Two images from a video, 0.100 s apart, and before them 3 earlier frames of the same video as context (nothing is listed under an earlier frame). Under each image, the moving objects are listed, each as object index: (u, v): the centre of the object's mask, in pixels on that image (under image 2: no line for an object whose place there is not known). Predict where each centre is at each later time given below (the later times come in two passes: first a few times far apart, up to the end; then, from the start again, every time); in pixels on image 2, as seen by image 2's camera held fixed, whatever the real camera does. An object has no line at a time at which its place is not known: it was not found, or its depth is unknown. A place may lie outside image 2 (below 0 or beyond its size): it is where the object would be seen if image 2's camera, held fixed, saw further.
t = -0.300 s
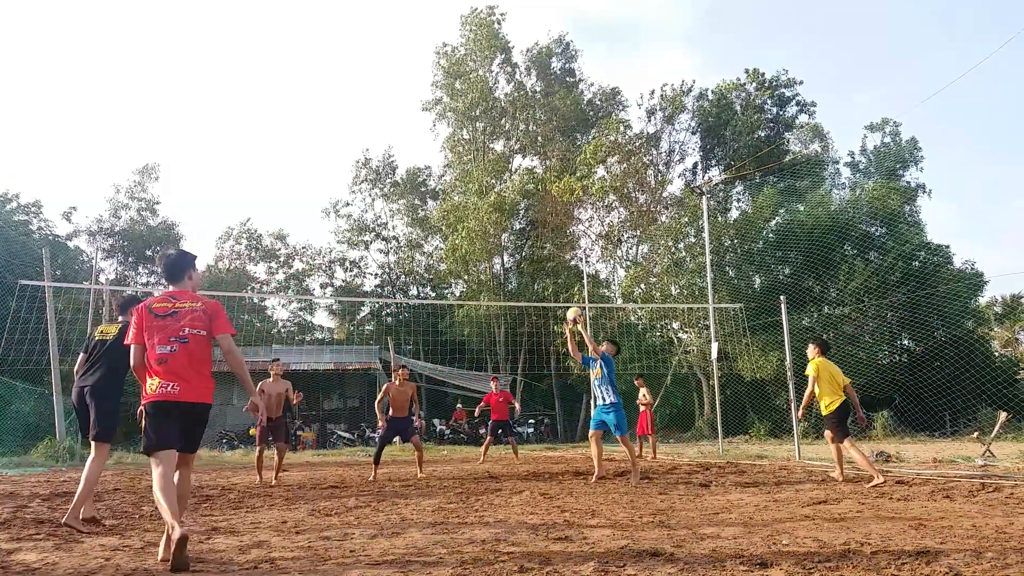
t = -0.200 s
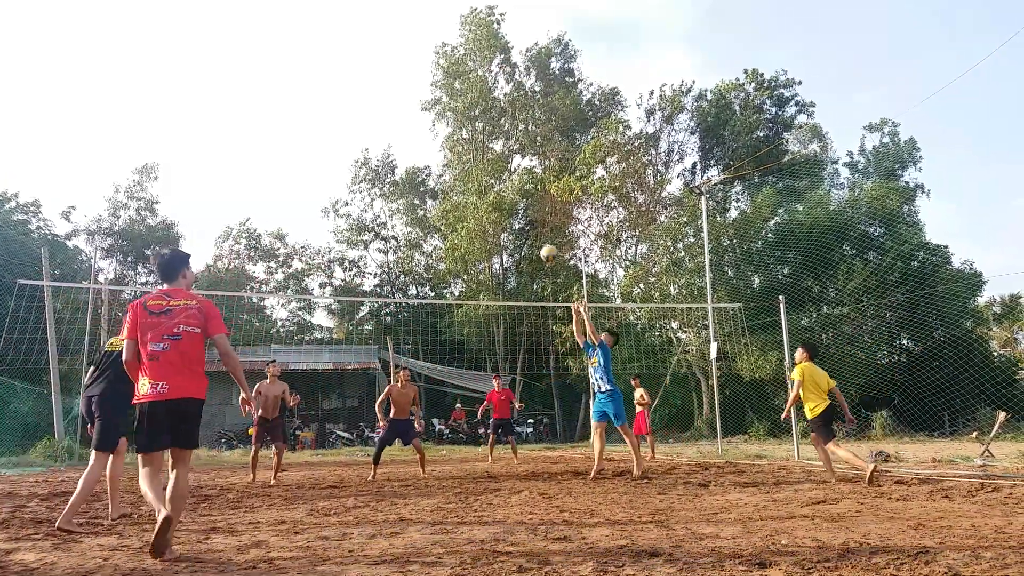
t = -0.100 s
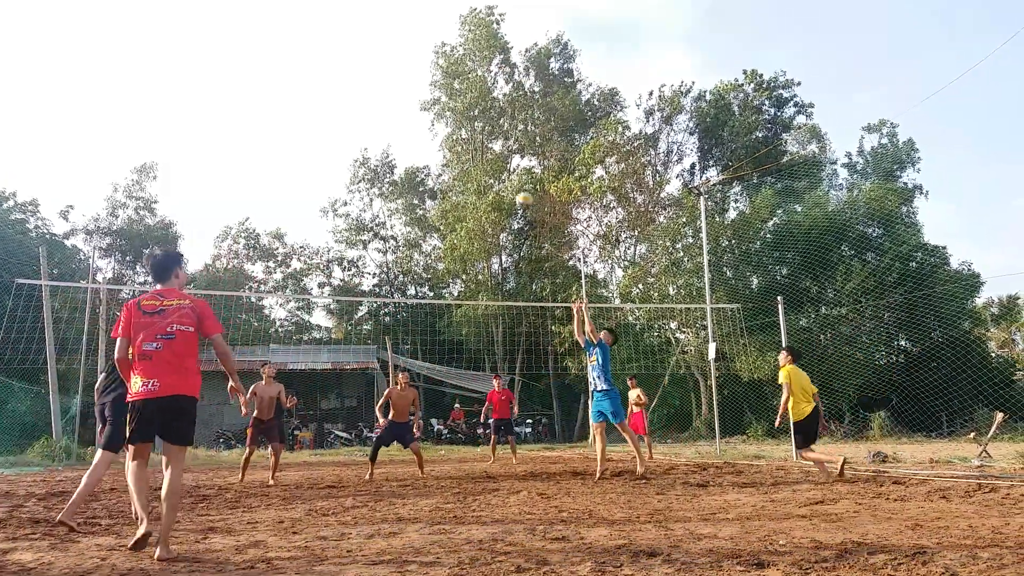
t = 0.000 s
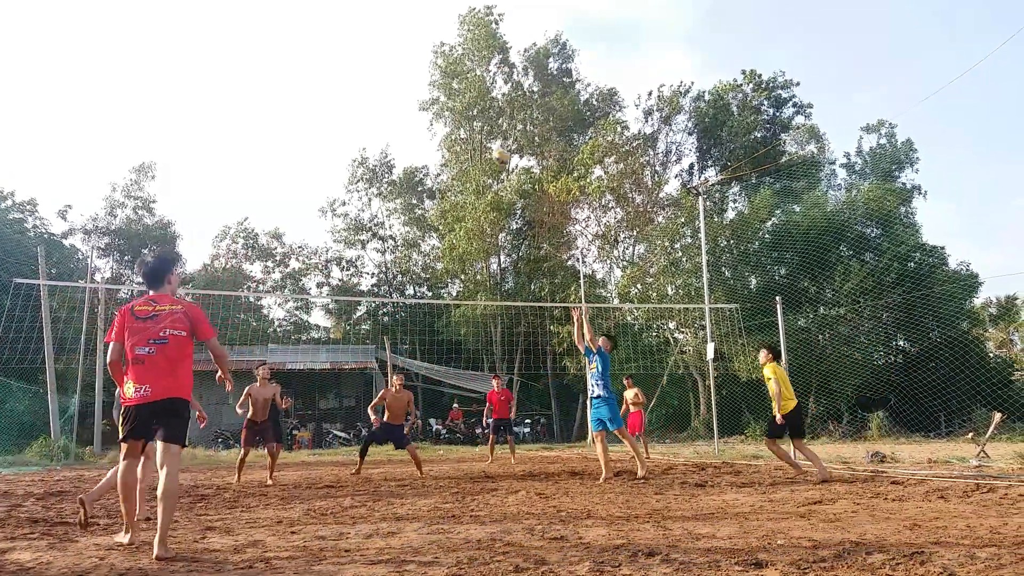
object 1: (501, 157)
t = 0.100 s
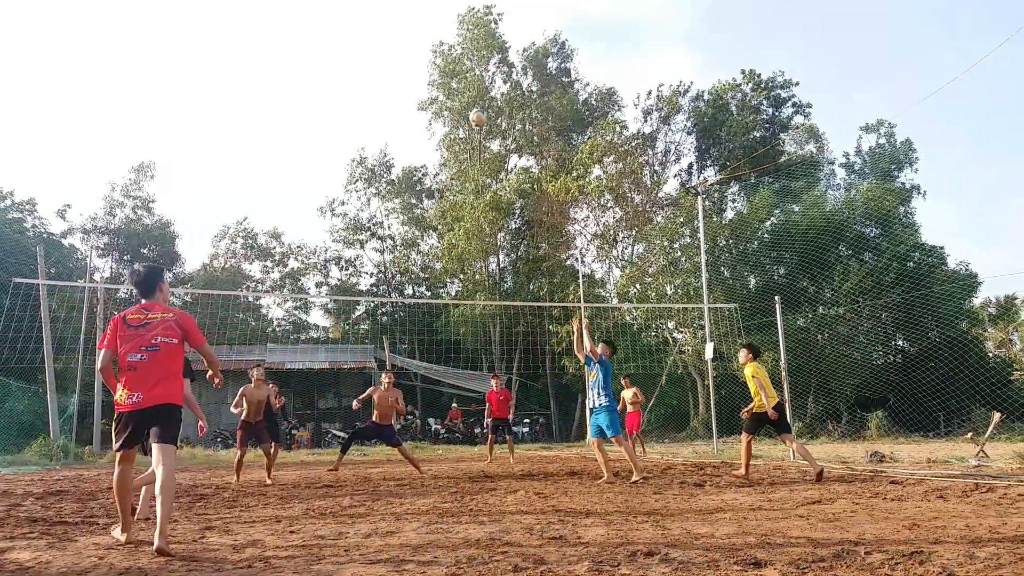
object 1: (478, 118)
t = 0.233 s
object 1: (451, 75)
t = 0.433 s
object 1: (413, 44)
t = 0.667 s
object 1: (366, 47)
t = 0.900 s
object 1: (320, 105)
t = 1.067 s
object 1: (286, 170)
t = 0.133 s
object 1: (470, 107)
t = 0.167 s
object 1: (462, 93)
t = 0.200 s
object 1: (455, 84)
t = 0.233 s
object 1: (451, 75)
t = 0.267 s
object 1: (446, 69)
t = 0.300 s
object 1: (437, 62)
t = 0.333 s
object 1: (432, 55)
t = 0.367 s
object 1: (427, 52)
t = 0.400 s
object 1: (420, 46)
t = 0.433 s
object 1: (413, 44)
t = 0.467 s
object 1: (405, 40)
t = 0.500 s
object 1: (399, 39)
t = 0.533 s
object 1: (391, 36)
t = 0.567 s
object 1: (386, 39)
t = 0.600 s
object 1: (378, 40)
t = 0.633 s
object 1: (372, 44)
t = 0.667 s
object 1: (366, 47)
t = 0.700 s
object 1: (361, 52)
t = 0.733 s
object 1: (351, 56)
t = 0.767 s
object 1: (345, 62)
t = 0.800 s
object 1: (339, 70)
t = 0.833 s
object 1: (334, 79)
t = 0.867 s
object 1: (327, 90)
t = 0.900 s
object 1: (320, 105)
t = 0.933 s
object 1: (313, 114)
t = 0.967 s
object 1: (306, 124)
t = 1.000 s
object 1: (300, 141)
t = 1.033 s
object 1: (293, 155)
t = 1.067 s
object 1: (286, 170)
